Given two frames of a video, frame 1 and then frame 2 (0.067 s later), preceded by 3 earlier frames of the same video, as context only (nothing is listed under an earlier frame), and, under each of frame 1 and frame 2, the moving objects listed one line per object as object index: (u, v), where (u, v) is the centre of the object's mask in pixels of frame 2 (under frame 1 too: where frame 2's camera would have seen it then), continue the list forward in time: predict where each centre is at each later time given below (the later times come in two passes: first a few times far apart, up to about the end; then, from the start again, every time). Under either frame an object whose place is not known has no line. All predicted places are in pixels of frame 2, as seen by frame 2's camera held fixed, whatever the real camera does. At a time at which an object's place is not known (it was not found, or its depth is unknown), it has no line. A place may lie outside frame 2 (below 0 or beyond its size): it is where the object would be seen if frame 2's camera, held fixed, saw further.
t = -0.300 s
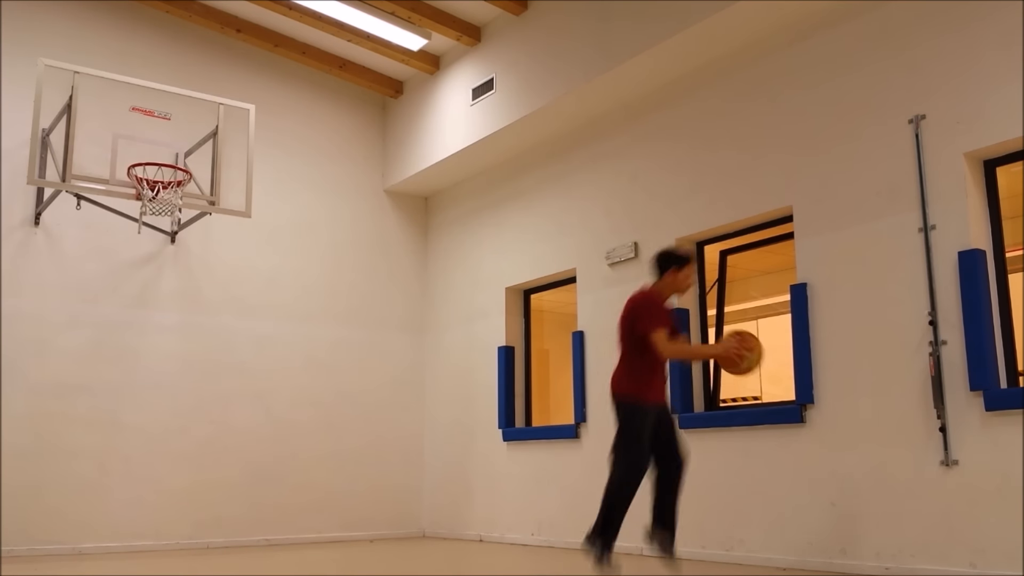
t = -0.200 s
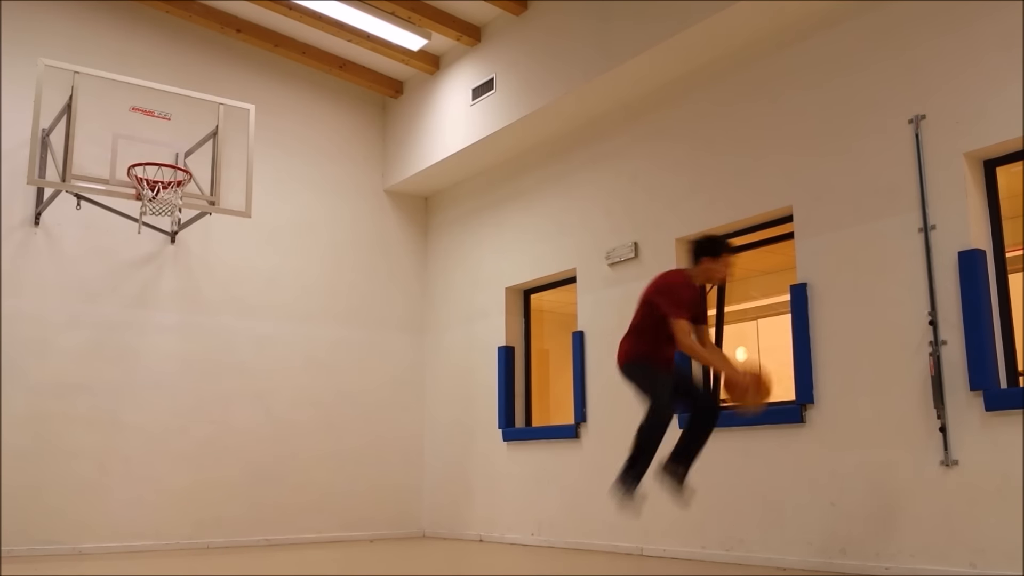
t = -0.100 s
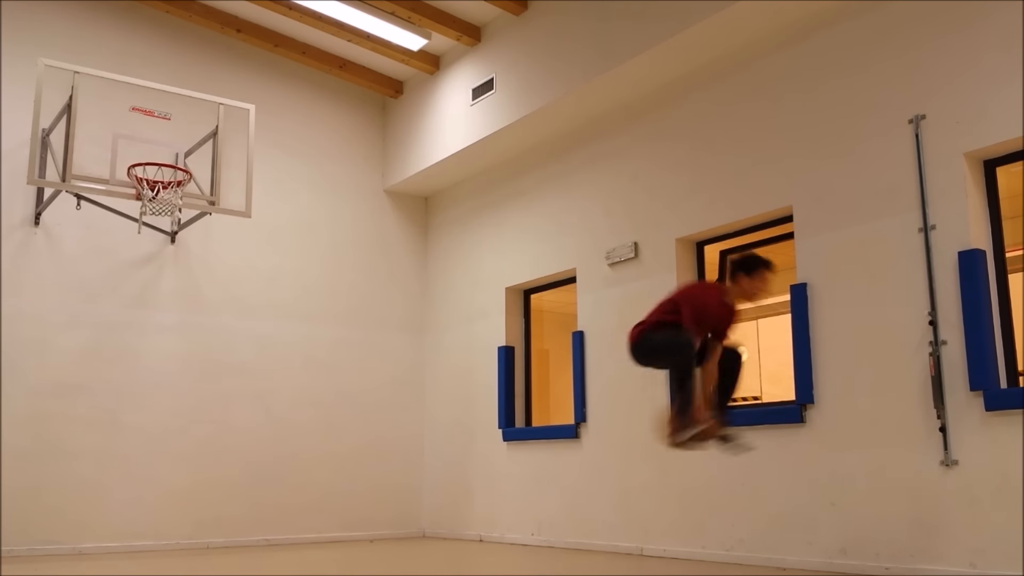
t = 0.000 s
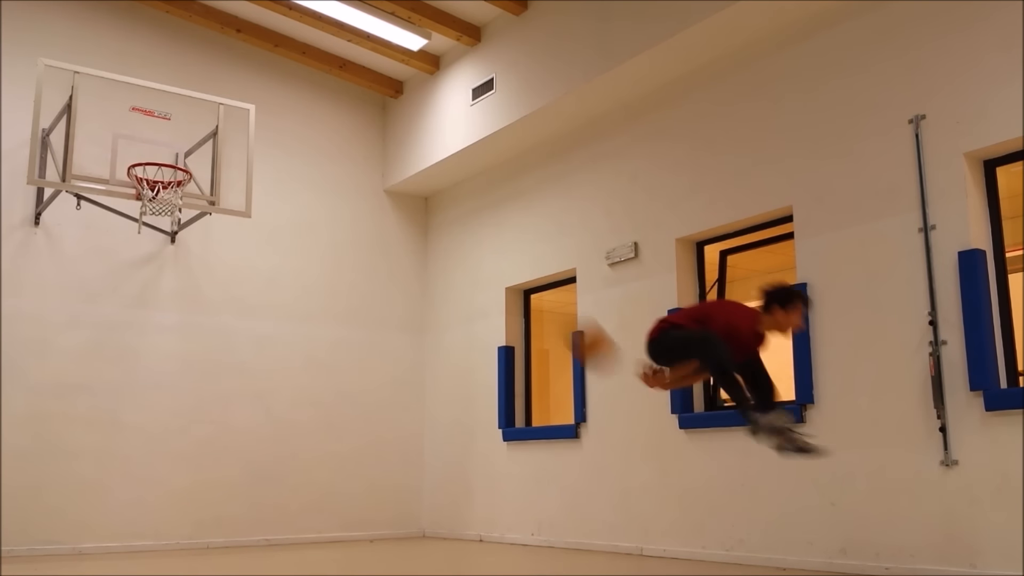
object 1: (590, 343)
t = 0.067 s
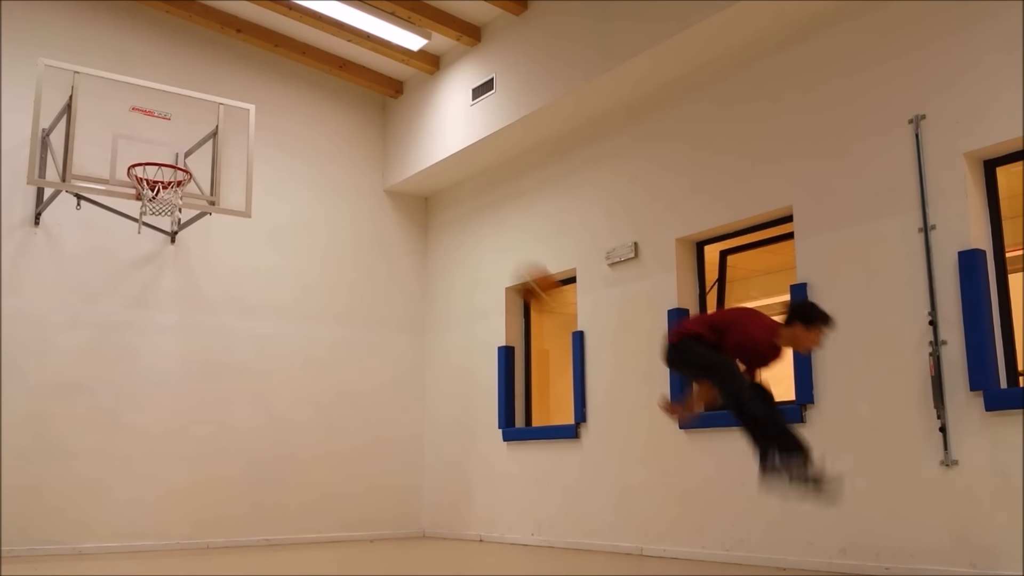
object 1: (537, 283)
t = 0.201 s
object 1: (447, 204)
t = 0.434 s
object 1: (314, 135)
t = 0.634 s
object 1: (219, 135)
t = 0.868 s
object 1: (157, 161)
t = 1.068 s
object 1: (160, 196)
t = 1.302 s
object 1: (149, 201)
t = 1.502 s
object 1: (146, 253)
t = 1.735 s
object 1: (137, 391)
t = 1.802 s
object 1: (133, 448)
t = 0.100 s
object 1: (512, 261)
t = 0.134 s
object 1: (489, 239)
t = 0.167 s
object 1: (467, 220)
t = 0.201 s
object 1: (447, 204)
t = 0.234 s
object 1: (427, 189)
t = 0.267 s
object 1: (406, 176)
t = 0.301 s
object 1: (385, 164)
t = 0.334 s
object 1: (367, 154)
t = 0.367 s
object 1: (349, 147)
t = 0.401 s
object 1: (331, 140)
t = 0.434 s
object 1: (314, 135)
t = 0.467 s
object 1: (297, 132)
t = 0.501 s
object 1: (281, 130)
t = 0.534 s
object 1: (265, 130)
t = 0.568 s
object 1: (249, 131)
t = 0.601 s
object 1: (234, 133)
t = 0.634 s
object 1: (219, 135)
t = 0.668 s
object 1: (206, 139)
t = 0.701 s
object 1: (190, 145)
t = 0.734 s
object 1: (176, 151)
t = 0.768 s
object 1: (162, 157)
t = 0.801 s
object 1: (159, 160)
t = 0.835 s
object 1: (158, 160)
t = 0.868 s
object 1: (157, 161)
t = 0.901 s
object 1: (156, 168)
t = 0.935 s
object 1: (161, 174)
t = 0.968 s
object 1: (169, 181)
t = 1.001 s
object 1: (171, 188)
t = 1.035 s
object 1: (164, 193)
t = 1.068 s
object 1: (160, 196)
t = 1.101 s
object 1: (155, 198)
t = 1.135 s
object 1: (154, 198)
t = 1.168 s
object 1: (151, 196)
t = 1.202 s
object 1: (150, 196)
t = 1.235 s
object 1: (149, 196)
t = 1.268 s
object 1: (149, 198)
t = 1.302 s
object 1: (149, 201)
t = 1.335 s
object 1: (148, 205)
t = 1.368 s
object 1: (148, 211)
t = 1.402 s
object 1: (148, 220)
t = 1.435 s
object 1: (147, 229)
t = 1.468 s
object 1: (146, 241)
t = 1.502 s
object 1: (146, 253)
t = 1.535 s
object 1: (145, 267)
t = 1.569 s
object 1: (144, 283)
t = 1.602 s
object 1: (143, 301)
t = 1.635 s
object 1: (142, 320)
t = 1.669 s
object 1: (140, 341)
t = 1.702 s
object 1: (139, 366)
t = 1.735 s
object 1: (137, 391)
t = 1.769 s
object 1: (136, 419)
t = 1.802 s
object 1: (133, 448)
